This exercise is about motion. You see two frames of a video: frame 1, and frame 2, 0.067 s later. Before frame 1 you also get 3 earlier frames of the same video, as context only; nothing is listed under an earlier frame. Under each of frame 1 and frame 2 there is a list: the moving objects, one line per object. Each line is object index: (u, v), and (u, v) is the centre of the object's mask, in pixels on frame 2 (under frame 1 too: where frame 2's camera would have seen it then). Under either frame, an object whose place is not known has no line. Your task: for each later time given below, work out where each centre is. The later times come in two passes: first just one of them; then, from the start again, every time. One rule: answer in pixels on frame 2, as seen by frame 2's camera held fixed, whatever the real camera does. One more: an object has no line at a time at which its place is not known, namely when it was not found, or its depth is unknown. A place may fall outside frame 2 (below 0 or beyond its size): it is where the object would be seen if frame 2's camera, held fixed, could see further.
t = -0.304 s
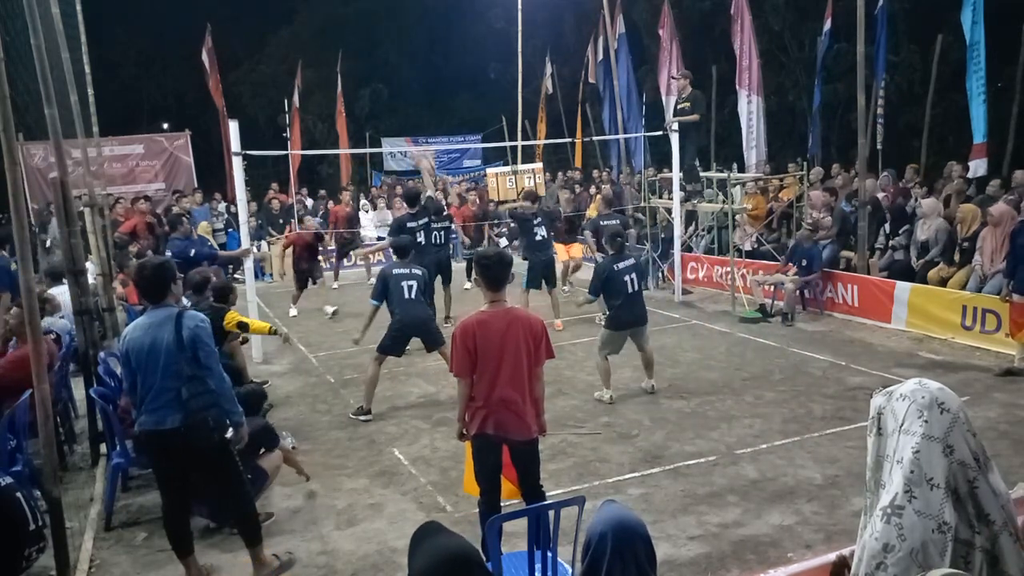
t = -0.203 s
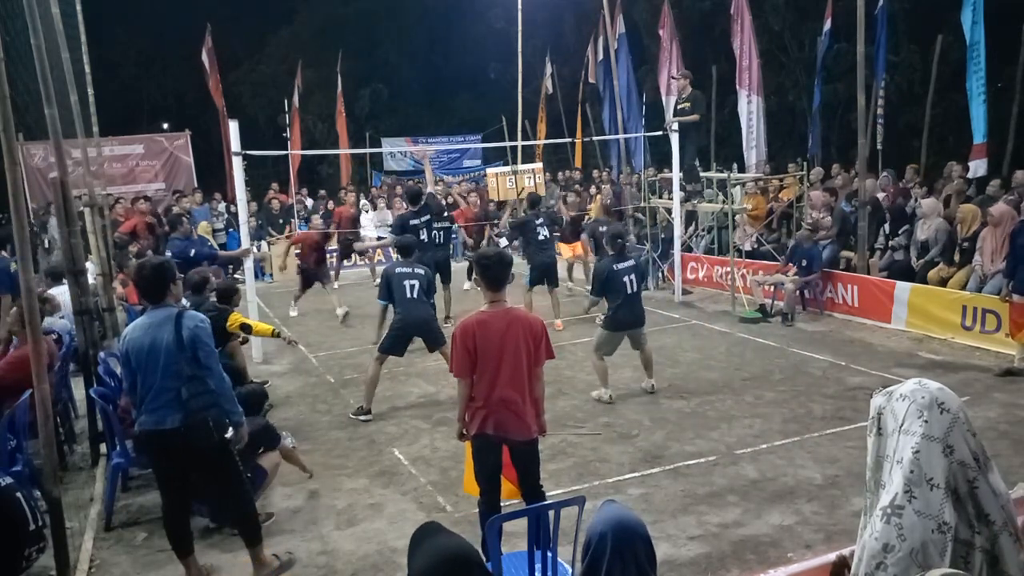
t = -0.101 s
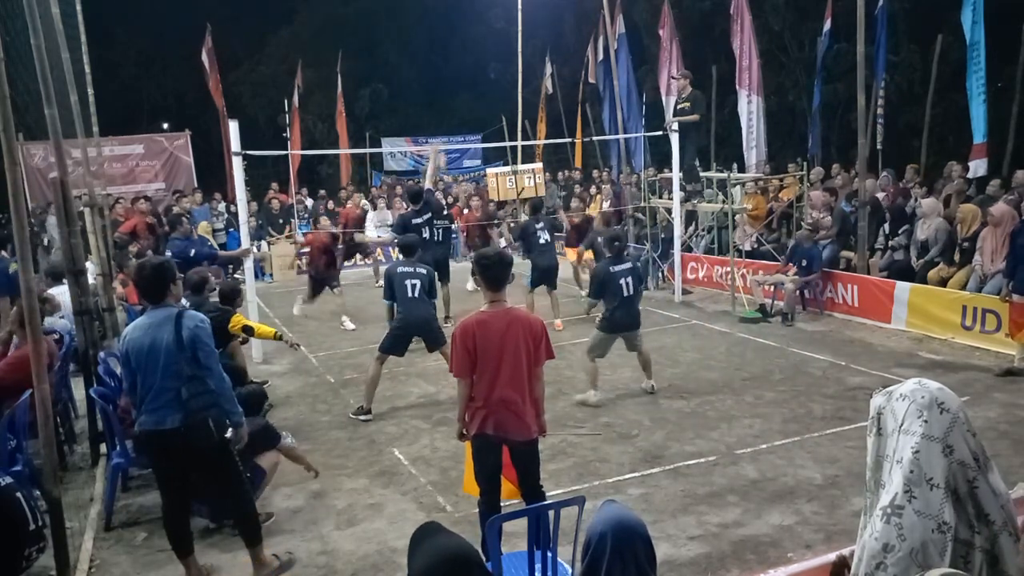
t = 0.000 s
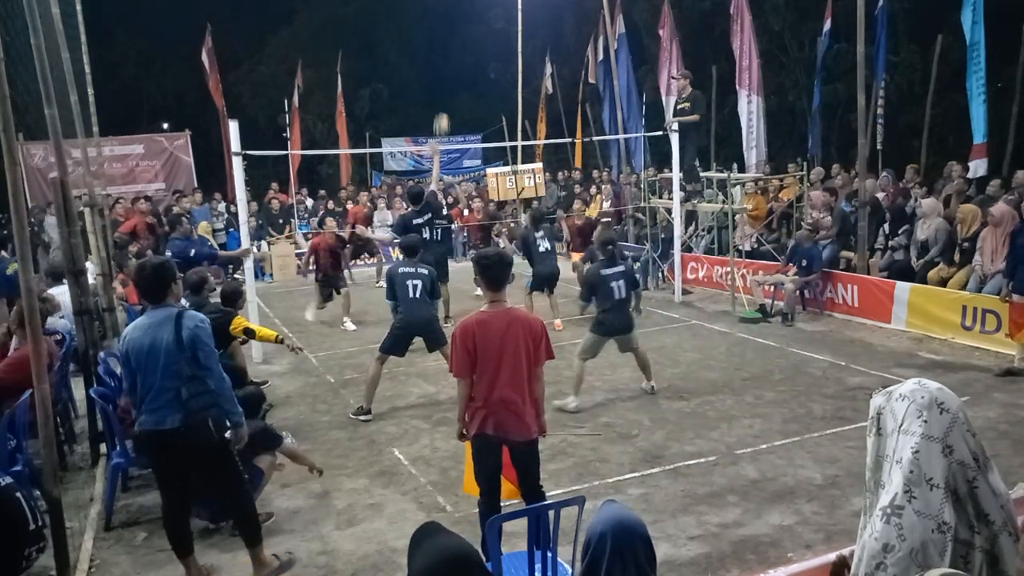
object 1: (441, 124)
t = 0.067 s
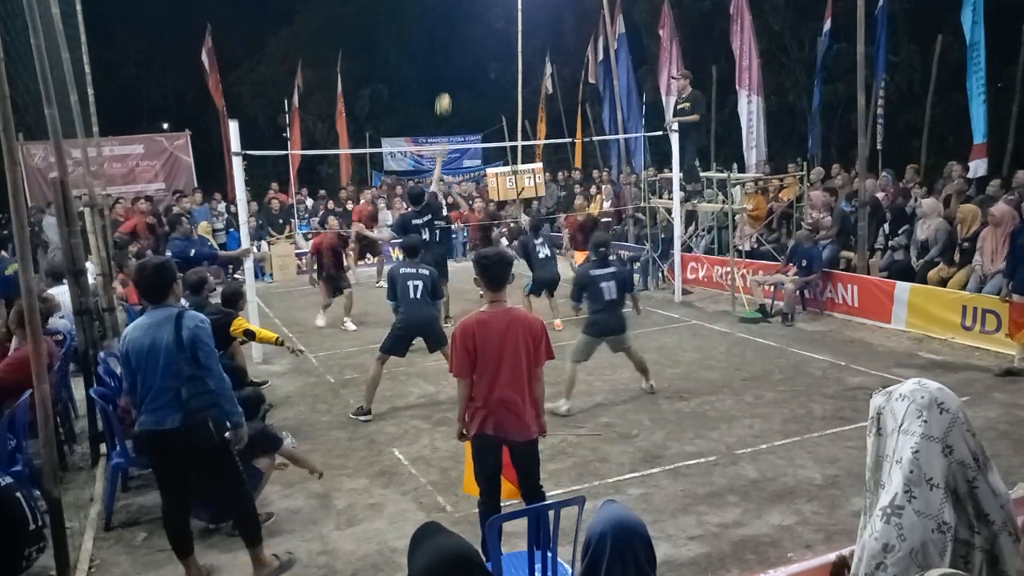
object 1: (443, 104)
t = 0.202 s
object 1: (446, 73)
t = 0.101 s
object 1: (444, 95)
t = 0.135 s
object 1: (445, 87)
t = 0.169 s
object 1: (446, 80)
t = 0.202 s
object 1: (446, 73)
